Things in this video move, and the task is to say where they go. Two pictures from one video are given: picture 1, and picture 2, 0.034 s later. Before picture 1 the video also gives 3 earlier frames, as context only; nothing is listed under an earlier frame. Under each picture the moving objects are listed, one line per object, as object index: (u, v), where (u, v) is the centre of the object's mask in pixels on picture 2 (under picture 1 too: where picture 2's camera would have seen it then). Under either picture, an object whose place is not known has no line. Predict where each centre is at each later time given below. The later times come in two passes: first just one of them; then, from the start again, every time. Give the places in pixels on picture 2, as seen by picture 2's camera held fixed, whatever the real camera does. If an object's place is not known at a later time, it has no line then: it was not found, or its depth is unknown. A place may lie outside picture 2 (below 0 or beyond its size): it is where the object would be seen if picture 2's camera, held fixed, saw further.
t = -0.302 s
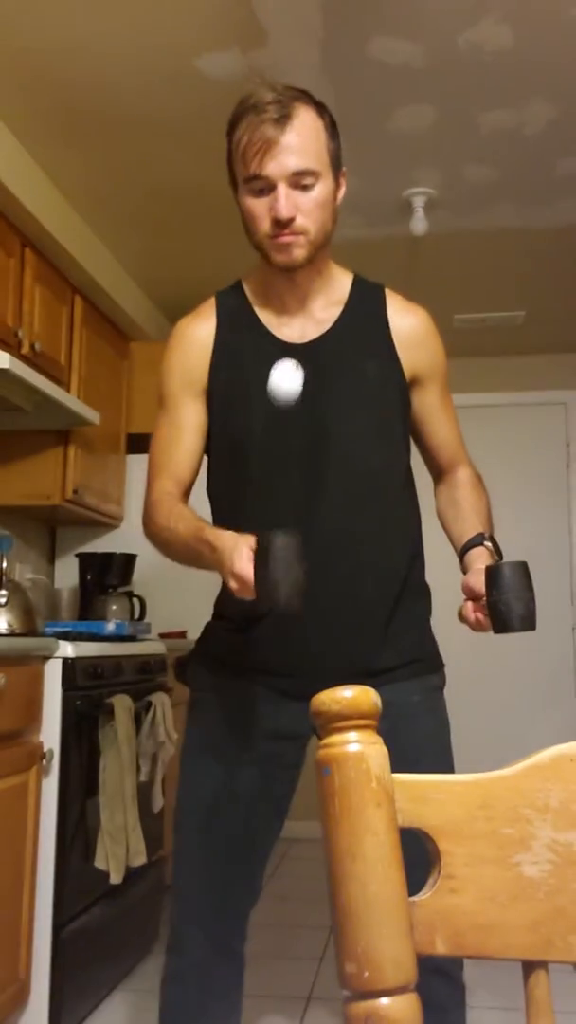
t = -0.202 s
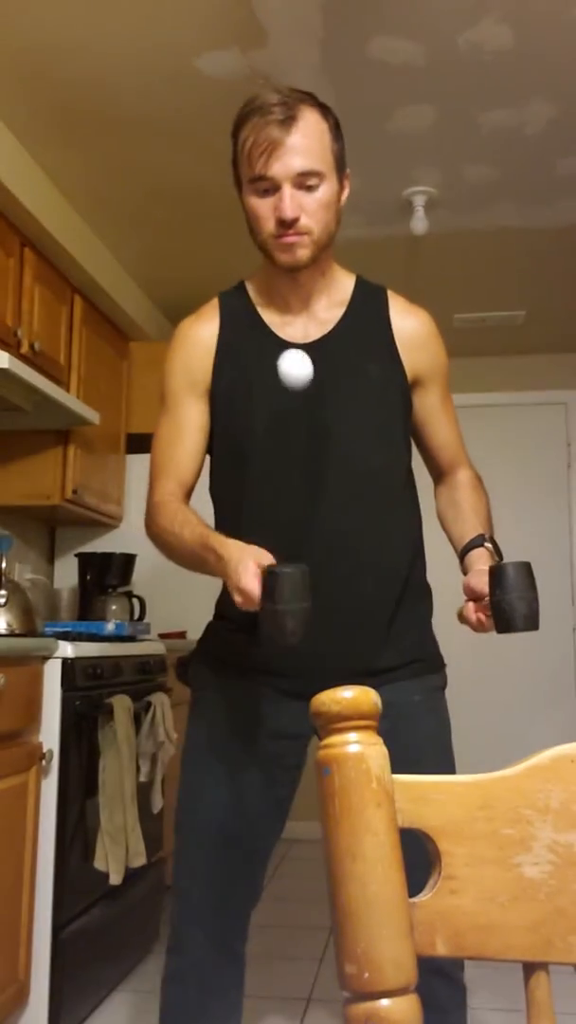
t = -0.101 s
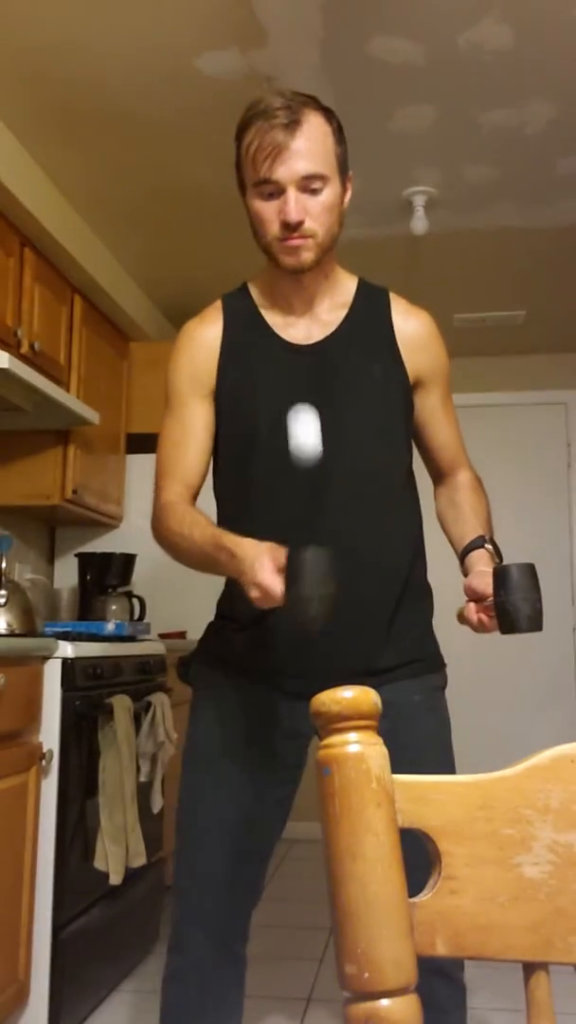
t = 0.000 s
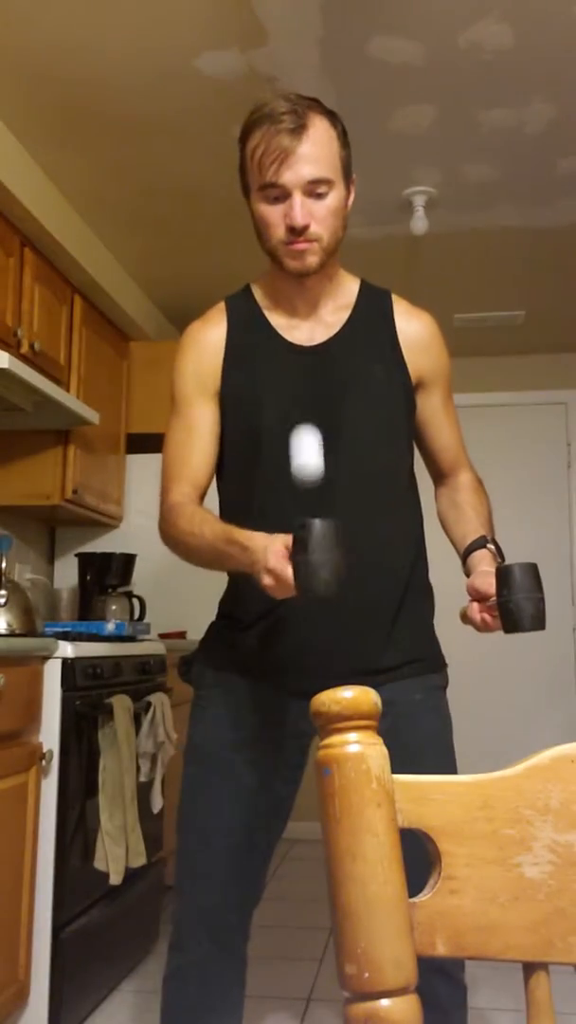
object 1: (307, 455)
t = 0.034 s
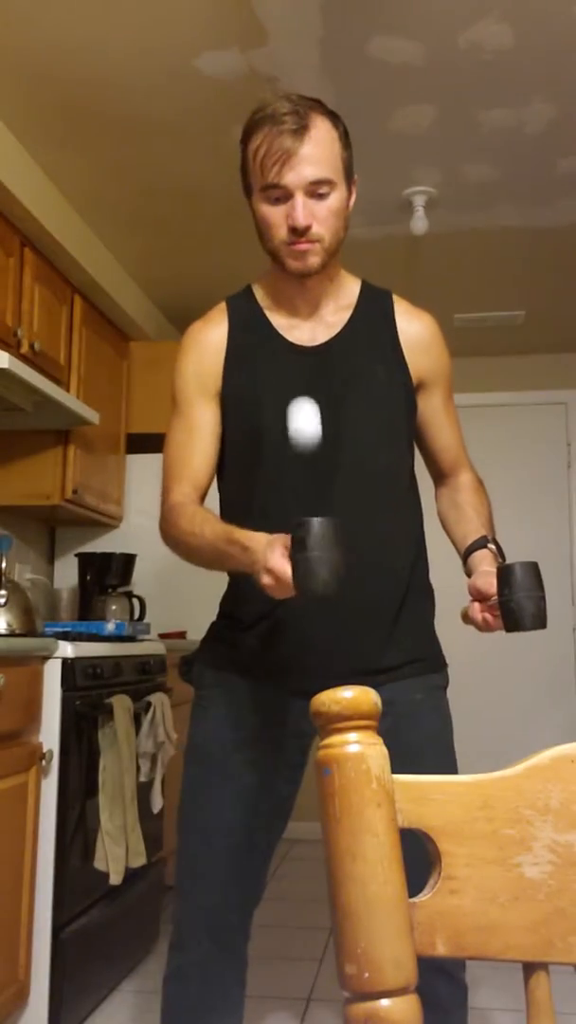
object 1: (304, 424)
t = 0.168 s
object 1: (294, 387)
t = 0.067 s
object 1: (302, 402)
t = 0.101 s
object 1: (299, 388)
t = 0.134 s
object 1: (297, 383)
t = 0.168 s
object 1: (294, 387)
